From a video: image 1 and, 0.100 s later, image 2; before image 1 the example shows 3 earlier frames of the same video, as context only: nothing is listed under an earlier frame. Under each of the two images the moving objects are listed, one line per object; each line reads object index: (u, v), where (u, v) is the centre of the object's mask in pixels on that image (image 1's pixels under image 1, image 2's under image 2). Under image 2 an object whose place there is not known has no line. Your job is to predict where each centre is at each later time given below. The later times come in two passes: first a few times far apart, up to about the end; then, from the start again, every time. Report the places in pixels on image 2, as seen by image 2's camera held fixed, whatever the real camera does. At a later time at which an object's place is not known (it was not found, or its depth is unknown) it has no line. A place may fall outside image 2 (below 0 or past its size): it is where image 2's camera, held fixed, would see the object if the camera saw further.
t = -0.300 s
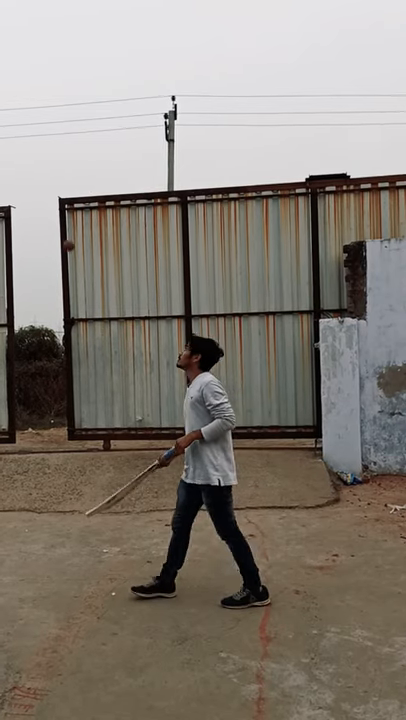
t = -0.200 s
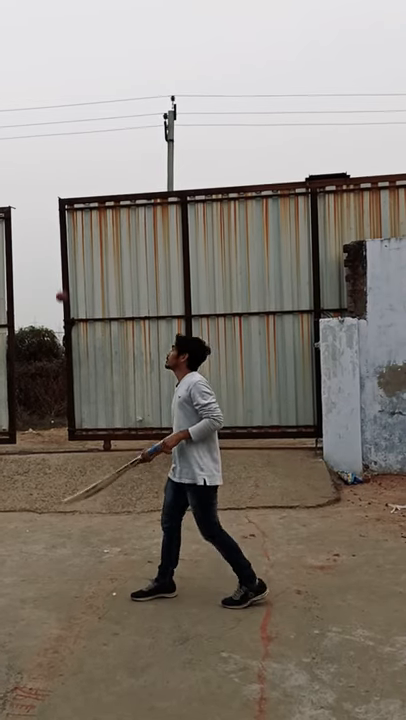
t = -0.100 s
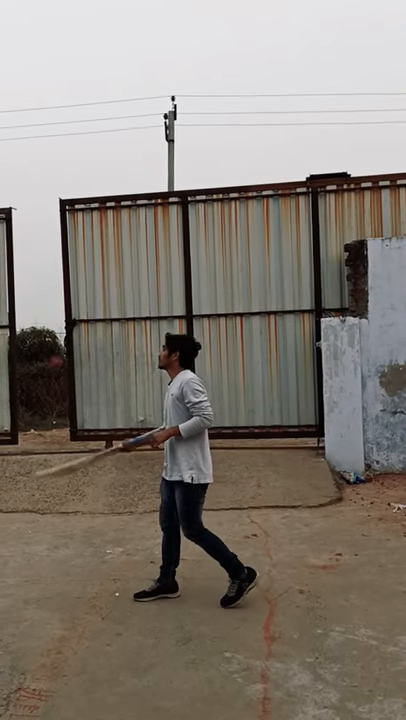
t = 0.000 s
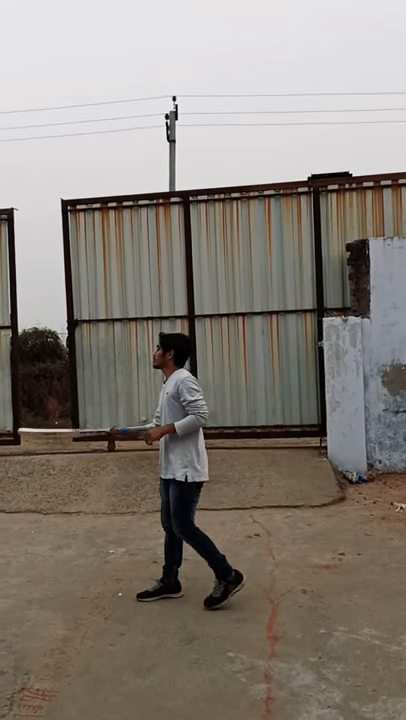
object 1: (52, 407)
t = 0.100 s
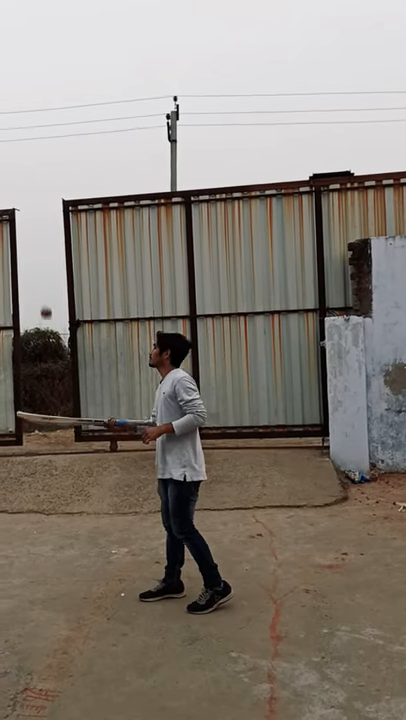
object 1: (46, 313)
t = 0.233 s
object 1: (36, 210)
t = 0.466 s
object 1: (21, 96)
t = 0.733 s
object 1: (10, 73)
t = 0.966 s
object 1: (6, 146)
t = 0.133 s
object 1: (43, 284)
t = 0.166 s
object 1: (41, 258)
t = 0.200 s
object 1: (38, 234)
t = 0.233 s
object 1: (36, 210)
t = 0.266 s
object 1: (33, 188)
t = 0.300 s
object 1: (31, 169)
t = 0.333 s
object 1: (29, 151)
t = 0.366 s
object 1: (27, 134)
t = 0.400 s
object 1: (25, 120)
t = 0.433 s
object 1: (23, 107)
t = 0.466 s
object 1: (21, 96)
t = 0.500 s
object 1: (19, 87)
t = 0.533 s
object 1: (17, 79)
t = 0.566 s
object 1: (16, 74)
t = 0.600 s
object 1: (14, 70)
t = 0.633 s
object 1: (13, 68)
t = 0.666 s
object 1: (12, 68)
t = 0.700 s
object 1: (11, 70)
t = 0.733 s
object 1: (10, 73)
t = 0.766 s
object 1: (9, 78)
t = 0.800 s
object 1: (9, 85)
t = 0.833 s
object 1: (8, 94)
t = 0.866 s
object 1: (7, 104)
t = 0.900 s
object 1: (7, 117)
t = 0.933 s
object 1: (6, 131)
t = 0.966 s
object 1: (6, 146)
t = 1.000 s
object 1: (6, 164)
